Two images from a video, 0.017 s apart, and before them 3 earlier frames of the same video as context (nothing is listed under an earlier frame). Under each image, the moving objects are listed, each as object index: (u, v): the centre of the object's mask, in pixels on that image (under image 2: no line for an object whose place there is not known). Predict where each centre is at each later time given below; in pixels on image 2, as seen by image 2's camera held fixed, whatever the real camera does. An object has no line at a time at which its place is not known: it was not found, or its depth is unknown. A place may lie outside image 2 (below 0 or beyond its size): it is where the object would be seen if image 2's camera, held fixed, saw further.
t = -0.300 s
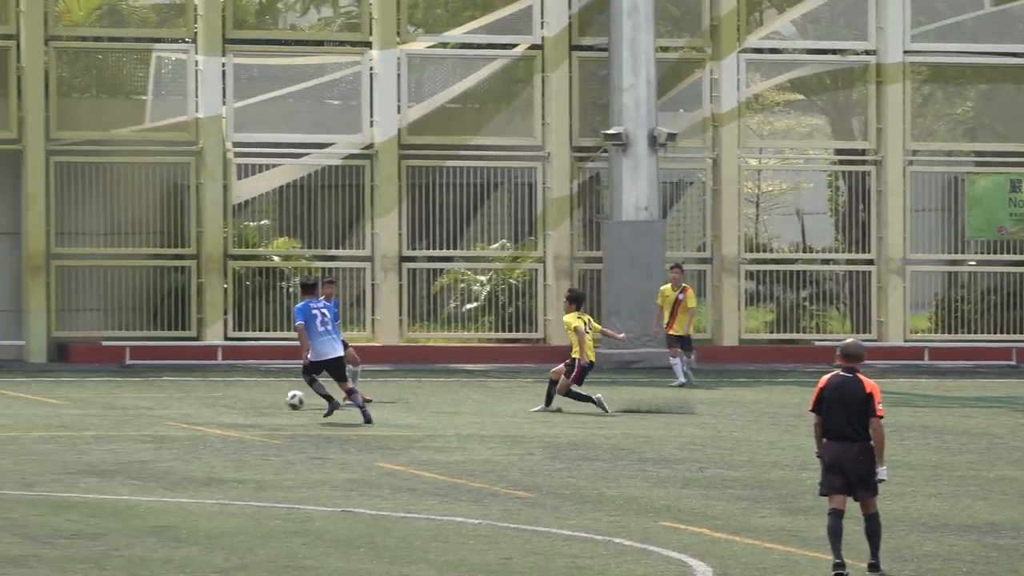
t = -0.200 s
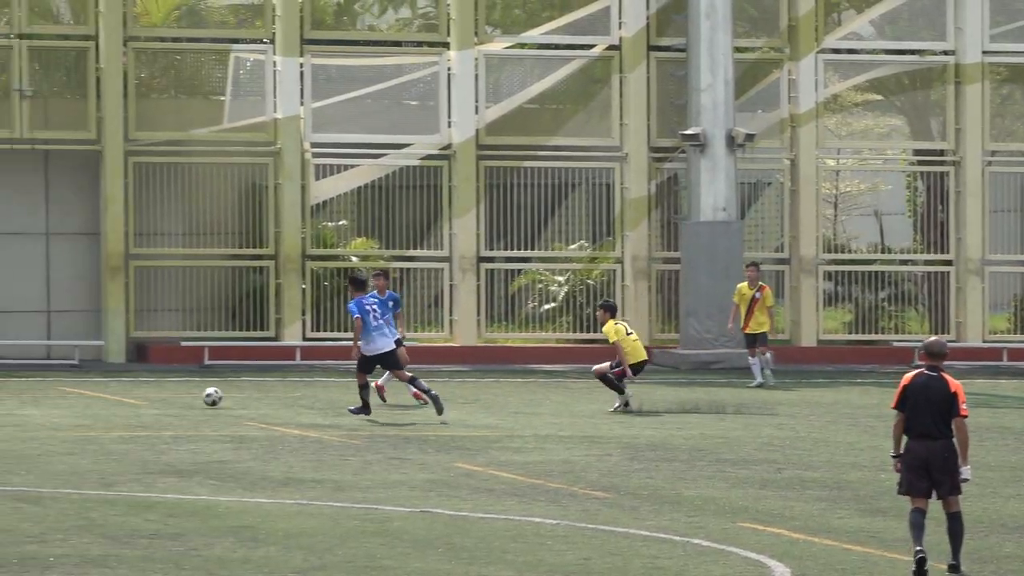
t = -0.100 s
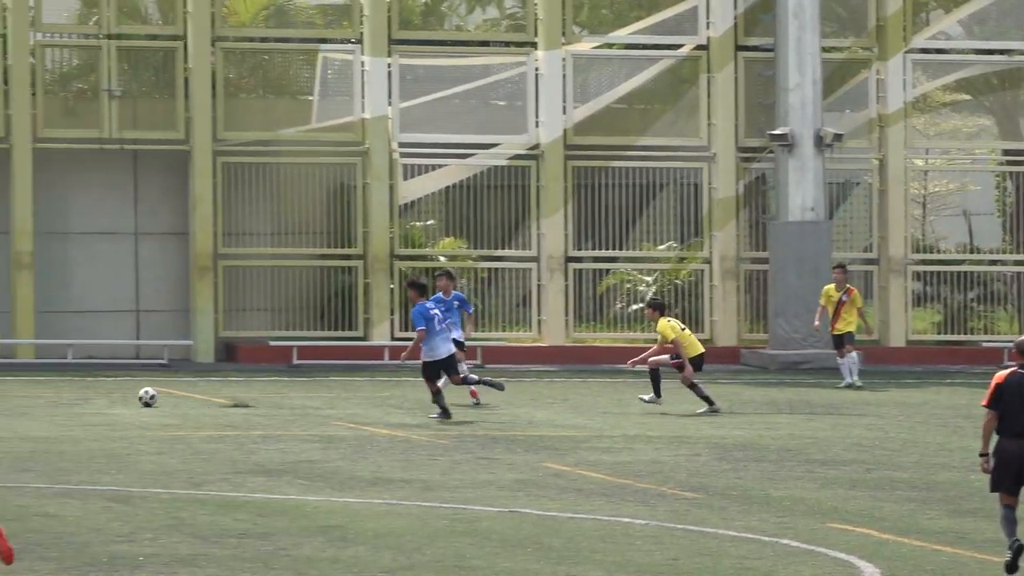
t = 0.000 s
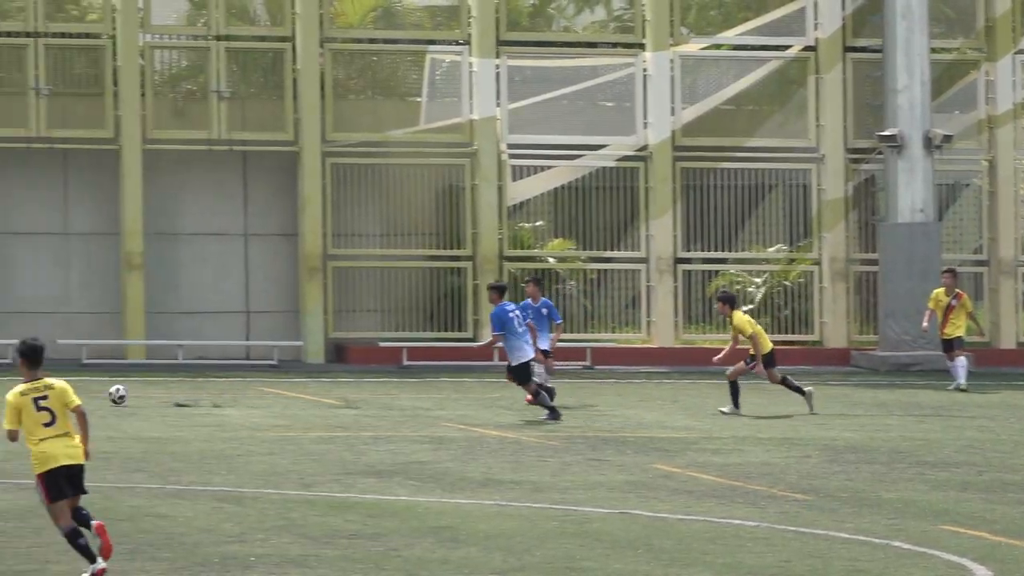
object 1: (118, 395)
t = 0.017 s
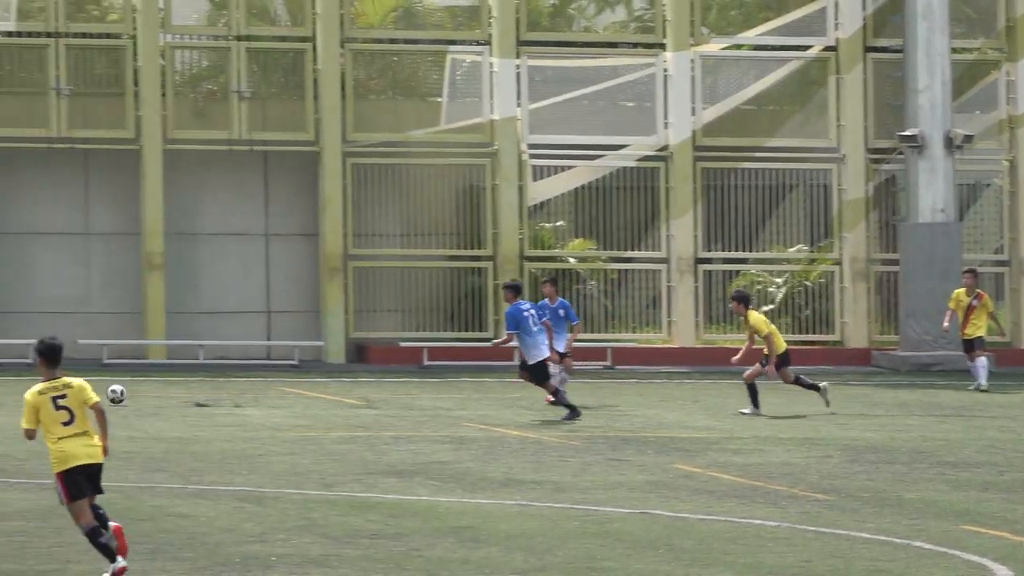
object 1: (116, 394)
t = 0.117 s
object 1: (-22, 396)
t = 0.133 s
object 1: (-45, 396)
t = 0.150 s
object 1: (-68, 397)
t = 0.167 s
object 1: (-92, 398)
